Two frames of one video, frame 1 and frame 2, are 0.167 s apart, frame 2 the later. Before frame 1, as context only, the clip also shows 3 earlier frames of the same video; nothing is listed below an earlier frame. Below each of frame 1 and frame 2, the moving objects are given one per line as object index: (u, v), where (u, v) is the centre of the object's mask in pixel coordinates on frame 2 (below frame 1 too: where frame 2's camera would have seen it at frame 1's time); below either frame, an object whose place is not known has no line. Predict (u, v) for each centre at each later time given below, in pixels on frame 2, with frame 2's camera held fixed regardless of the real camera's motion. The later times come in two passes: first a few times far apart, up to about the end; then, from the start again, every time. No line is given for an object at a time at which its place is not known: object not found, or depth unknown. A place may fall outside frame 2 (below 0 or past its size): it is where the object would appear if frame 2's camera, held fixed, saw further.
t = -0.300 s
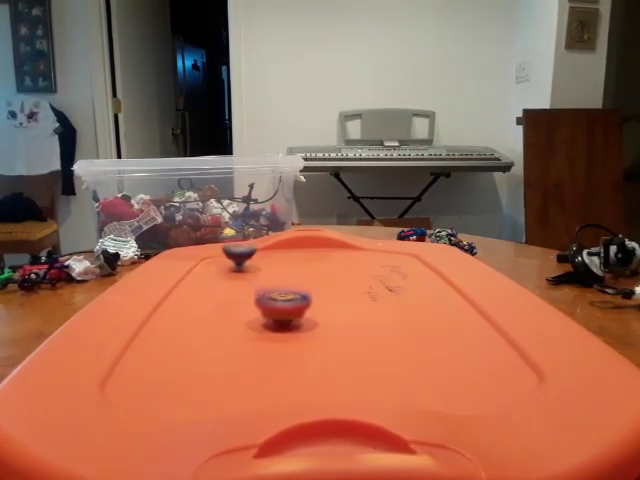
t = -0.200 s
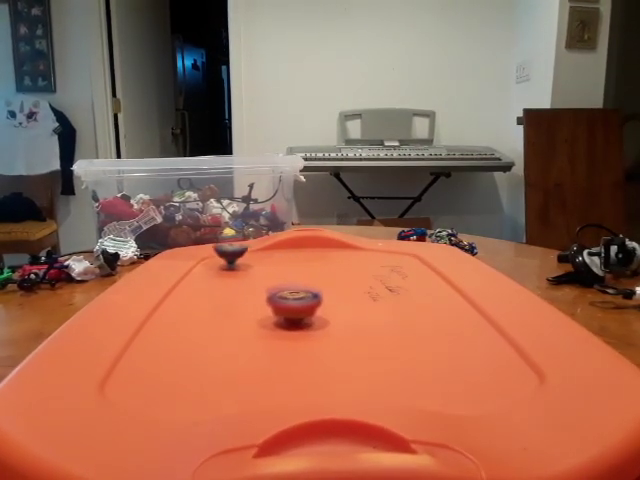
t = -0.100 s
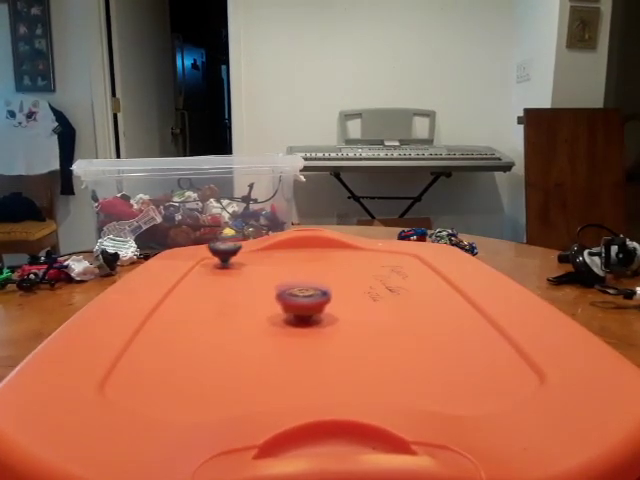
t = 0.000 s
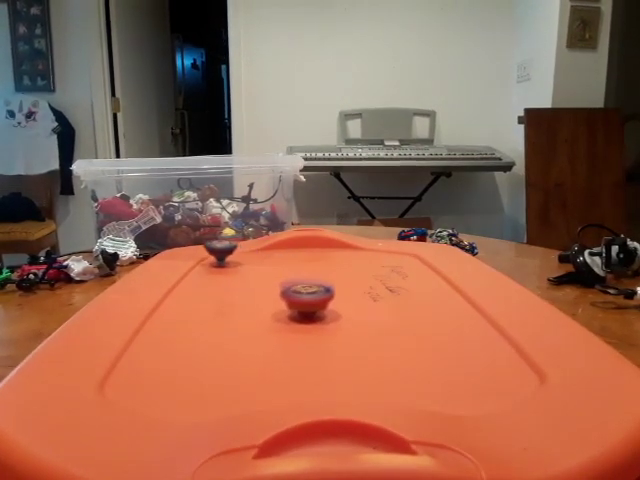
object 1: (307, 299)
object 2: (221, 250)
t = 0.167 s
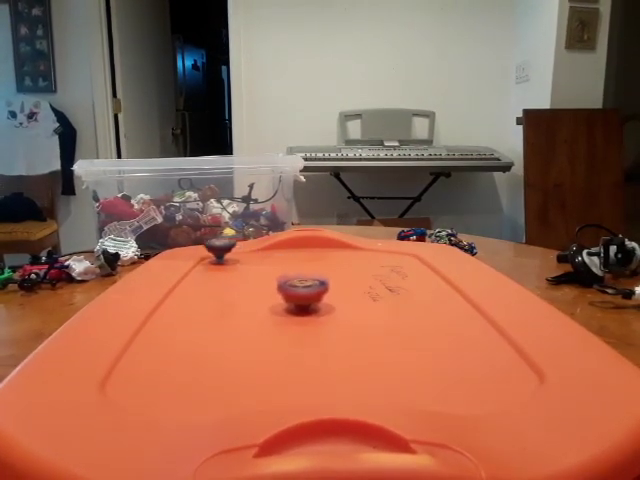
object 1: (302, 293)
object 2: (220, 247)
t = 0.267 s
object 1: (299, 288)
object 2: (221, 246)
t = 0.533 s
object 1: (287, 280)
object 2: (231, 243)
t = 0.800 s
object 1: (280, 281)
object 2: (256, 241)
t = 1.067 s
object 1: (290, 284)
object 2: (288, 241)
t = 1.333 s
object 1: (308, 284)
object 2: (323, 241)
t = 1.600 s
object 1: (323, 283)
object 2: (355, 241)
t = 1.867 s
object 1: (330, 282)
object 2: (379, 242)
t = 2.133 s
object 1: (329, 283)
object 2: (393, 243)
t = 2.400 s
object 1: (328, 284)
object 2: (404, 244)
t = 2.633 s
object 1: (328, 285)
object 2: (408, 244)
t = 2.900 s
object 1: (333, 286)
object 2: (401, 245)
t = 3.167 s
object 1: (331, 285)
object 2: (393, 245)
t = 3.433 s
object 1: (322, 284)
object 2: (370, 247)
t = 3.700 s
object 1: (313, 285)
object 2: (337, 250)
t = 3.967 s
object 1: (309, 284)
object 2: (294, 255)
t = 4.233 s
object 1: (306, 284)
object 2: (253, 266)
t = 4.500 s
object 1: (306, 284)
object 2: (225, 284)
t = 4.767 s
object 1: (304, 284)
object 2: (235, 305)
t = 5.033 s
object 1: (302, 284)
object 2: (296, 323)
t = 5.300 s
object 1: (300, 284)
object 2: (374, 326)
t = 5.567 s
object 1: (298, 286)
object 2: (418, 309)
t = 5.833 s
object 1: (300, 289)
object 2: (401, 285)
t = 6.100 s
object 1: (301, 289)
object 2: (344, 272)
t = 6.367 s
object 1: (307, 287)
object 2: (282, 265)
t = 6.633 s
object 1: (307, 283)
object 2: (232, 265)
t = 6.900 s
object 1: (305, 281)
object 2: (202, 270)
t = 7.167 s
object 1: (303, 282)
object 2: (209, 281)
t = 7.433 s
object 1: (303, 284)
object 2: (252, 293)
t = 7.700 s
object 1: (304, 282)
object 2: (321, 298)
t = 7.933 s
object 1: (312, 284)
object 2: (375, 291)
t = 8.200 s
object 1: (318, 284)
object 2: (400, 274)
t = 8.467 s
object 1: (320, 284)
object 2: (381, 262)
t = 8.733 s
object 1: (321, 283)
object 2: (349, 257)
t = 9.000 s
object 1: (319, 283)
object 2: (311, 255)
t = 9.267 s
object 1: (316, 283)
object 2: (276, 259)
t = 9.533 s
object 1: (312, 283)
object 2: (250, 267)
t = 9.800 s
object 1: (307, 283)
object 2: (245, 280)
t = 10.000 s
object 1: (306, 284)
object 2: (263, 292)
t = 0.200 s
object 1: (301, 291)
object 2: (220, 247)
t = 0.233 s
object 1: (300, 290)
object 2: (220, 246)
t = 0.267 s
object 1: (299, 288)
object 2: (221, 246)
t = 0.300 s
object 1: (299, 287)
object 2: (221, 246)
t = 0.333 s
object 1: (298, 285)
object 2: (222, 245)
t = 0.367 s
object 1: (297, 284)
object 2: (222, 245)
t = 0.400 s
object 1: (295, 283)
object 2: (224, 244)
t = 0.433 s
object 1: (294, 282)
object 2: (225, 243)
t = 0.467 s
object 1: (292, 281)
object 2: (226, 243)
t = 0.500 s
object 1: (289, 280)
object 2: (229, 243)
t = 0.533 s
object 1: (287, 280)
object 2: (231, 243)
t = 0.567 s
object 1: (285, 279)
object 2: (233, 243)
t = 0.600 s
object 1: (283, 279)
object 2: (236, 243)
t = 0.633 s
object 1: (282, 279)
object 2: (238, 243)
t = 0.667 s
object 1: (281, 280)
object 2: (241, 242)
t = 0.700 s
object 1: (280, 280)
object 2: (245, 242)
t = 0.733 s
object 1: (280, 280)
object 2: (248, 241)
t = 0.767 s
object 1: (280, 281)
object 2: (252, 241)
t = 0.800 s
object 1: (280, 281)
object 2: (256, 241)
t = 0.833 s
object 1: (281, 282)
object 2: (258, 240)
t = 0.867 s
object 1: (281, 282)
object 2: (262, 241)
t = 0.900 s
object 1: (282, 283)
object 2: (266, 241)
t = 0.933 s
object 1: (284, 283)
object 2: (271, 242)
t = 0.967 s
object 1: (285, 283)
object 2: (275, 242)
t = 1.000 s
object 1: (287, 284)
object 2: (279, 241)
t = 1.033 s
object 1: (289, 284)
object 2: (284, 241)
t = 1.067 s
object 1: (290, 284)
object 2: (288, 241)
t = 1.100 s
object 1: (292, 284)
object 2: (292, 241)
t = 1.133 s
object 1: (295, 284)
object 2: (296, 241)
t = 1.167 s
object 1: (297, 284)
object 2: (301, 241)
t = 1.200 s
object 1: (299, 285)
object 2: (305, 240)
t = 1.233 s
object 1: (301, 284)
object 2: (310, 240)
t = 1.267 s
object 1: (303, 284)
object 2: (314, 241)
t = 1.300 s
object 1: (306, 284)
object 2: (319, 241)
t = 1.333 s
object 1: (308, 284)
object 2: (323, 241)
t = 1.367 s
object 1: (310, 284)
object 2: (327, 241)
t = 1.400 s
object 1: (312, 283)
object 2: (331, 241)
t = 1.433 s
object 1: (314, 284)
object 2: (335, 241)
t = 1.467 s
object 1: (316, 283)
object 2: (339, 241)
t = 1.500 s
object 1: (318, 283)
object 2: (343, 241)
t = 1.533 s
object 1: (320, 283)
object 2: (347, 242)
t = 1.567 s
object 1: (321, 283)
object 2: (351, 242)
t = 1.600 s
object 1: (323, 283)
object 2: (355, 241)
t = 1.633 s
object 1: (324, 283)
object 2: (359, 242)
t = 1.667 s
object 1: (325, 283)
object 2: (362, 241)
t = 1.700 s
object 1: (327, 282)
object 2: (366, 241)
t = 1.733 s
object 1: (328, 282)
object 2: (369, 242)
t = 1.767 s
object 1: (328, 282)
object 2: (373, 242)
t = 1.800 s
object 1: (329, 282)
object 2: (376, 241)
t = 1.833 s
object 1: (329, 282)
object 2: (377, 241)
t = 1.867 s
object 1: (330, 282)
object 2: (379, 242)
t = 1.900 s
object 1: (330, 282)
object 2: (381, 242)
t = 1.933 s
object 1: (330, 282)
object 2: (383, 242)
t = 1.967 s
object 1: (330, 282)
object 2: (385, 242)
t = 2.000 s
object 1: (330, 282)
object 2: (387, 242)
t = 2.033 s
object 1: (330, 282)
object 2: (388, 243)
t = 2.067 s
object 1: (330, 282)
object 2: (390, 242)
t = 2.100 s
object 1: (330, 282)
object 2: (392, 242)
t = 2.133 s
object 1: (329, 283)
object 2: (393, 243)
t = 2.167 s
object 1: (329, 283)
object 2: (394, 242)
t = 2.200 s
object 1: (329, 283)
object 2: (396, 243)
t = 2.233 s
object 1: (329, 283)
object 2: (397, 243)
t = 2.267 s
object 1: (329, 283)
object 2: (399, 243)
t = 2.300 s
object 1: (329, 284)
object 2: (400, 244)
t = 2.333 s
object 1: (328, 284)
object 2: (401, 243)
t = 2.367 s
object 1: (328, 284)
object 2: (402, 243)
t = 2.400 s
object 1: (328, 284)
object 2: (404, 244)
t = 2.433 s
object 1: (328, 284)
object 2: (405, 244)
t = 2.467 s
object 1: (327, 284)
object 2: (406, 243)
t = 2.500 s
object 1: (327, 284)
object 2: (407, 244)
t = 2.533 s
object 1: (327, 284)
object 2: (407, 244)
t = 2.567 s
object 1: (328, 285)
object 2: (408, 244)
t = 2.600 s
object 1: (328, 285)
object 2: (408, 244)
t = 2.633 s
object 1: (328, 285)
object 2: (408, 244)
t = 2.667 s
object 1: (329, 285)
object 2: (408, 244)
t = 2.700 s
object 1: (330, 285)
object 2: (406, 244)
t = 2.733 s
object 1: (330, 285)
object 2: (406, 244)
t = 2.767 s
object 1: (331, 286)
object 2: (404, 244)
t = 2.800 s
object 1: (332, 286)
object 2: (404, 244)
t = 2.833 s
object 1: (332, 286)
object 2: (403, 245)
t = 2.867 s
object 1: (333, 286)
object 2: (402, 245)
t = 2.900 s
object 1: (333, 286)
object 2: (401, 245)
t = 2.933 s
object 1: (333, 286)
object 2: (400, 245)
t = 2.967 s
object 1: (333, 286)
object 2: (399, 244)
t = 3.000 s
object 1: (333, 285)
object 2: (399, 245)
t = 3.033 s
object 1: (333, 285)
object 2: (398, 245)
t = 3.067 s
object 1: (333, 285)
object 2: (397, 245)
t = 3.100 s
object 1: (332, 285)
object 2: (396, 245)
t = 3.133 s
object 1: (332, 285)
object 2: (395, 245)
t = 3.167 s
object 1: (331, 285)
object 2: (393, 245)
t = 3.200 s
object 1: (330, 285)
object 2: (391, 245)
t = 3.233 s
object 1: (329, 285)
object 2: (389, 245)
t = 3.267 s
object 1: (328, 285)
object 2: (386, 246)
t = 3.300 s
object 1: (327, 284)
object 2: (383, 246)
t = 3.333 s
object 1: (326, 284)
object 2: (380, 246)
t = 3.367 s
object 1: (324, 284)
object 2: (377, 247)
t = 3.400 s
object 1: (323, 284)
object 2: (374, 247)
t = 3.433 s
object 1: (322, 284)
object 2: (370, 247)
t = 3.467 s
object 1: (320, 284)
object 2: (367, 248)
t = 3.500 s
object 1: (319, 283)
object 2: (363, 248)
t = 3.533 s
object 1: (318, 283)
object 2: (360, 248)
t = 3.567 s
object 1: (316, 283)
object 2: (355, 248)
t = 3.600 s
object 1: (316, 284)
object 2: (352, 248)
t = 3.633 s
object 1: (315, 284)
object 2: (347, 249)
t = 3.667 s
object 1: (314, 284)
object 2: (342, 249)
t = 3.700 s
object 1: (313, 285)
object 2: (337, 250)
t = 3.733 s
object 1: (312, 285)
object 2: (333, 250)
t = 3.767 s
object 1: (312, 285)
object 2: (327, 251)
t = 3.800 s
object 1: (312, 285)
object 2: (322, 251)
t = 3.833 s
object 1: (311, 285)
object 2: (316, 252)
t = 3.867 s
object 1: (310, 284)
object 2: (310, 252)
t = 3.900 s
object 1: (310, 285)
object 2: (305, 253)
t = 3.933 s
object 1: (310, 285)
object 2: (299, 254)
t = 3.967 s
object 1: (309, 284)
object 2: (294, 255)
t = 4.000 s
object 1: (309, 284)
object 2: (288, 256)
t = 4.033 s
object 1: (308, 284)
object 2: (282, 257)
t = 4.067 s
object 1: (307, 284)
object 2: (277, 259)
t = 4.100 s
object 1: (307, 284)
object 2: (272, 260)
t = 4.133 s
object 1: (307, 283)
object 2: (267, 261)
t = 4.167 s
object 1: (306, 284)
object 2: (263, 263)
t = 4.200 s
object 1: (306, 284)
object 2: (258, 264)
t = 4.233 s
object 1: (306, 284)
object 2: (253, 266)
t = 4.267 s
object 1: (306, 284)
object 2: (249, 267)
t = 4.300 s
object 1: (306, 284)
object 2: (245, 269)
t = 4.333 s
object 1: (306, 284)
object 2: (241, 271)
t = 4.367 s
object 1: (307, 284)
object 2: (237, 274)
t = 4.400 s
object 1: (307, 284)
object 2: (233, 276)
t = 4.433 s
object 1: (306, 284)
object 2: (230, 279)
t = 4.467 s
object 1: (306, 284)
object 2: (227, 281)
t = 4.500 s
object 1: (306, 284)
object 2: (225, 284)
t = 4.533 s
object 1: (306, 284)
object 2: (225, 286)
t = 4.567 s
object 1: (306, 284)
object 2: (224, 289)
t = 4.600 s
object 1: (305, 284)
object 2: (224, 291)
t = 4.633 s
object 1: (305, 284)
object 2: (225, 294)
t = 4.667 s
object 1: (305, 284)
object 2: (227, 297)
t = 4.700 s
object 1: (305, 284)
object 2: (228, 299)
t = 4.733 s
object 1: (304, 284)
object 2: (231, 301)
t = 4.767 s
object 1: (304, 284)
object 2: (235, 305)
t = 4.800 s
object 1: (304, 284)
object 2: (240, 308)
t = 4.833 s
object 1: (304, 284)
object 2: (246, 310)
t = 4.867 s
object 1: (303, 284)
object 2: (253, 313)
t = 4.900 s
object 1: (303, 284)
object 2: (260, 316)
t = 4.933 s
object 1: (303, 284)
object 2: (268, 318)
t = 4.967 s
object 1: (303, 284)
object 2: (277, 321)
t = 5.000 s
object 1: (303, 284)
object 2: (286, 322)
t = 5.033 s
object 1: (302, 284)
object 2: (296, 323)
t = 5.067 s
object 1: (302, 284)
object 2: (306, 324)
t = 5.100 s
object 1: (303, 284)
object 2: (316, 326)
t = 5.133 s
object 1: (302, 284)
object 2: (326, 327)
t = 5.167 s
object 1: (302, 284)
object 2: (337, 327)
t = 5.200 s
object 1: (301, 284)
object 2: (347, 327)
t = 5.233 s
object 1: (301, 284)
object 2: (357, 328)
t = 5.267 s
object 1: (300, 284)
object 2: (366, 326)
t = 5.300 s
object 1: (300, 284)
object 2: (374, 326)
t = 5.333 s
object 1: (300, 285)
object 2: (382, 324)
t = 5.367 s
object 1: (299, 285)
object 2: (389, 323)
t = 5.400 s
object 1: (299, 285)
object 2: (396, 321)
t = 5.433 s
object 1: (299, 286)
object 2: (402, 319)
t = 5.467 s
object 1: (298, 285)
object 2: (407, 315)
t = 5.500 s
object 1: (298, 286)
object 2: (412, 314)
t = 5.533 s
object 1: (298, 286)
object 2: (415, 310)
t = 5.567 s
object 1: (298, 286)
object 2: (418, 309)
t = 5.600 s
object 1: (298, 287)
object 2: (419, 305)
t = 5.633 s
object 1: (298, 287)
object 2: (419, 302)
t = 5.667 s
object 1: (298, 287)
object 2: (418, 299)
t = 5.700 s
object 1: (298, 287)
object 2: (416, 296)
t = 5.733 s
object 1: (299, 287)
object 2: (414, 294)
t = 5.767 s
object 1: (299, 288)
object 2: (410, 290)
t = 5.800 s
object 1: (299, 288)
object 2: (406, 288)
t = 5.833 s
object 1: (300, 289)
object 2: (401, 285)
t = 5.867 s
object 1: (299, 288)
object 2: (396, 284)
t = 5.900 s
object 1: (300, 288)
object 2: (390, 282)
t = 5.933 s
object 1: (300, 289)
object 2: (384, 279)
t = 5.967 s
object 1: (300, 289)
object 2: (375, 278)
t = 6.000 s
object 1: (301, 289)
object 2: (367, 276)
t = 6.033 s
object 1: (301, 289)
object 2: (360, 274)
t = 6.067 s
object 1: (301, 289)
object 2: (352, 273)
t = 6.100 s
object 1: (301, 289)
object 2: (344, 272)
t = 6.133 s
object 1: (301, 289)
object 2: (336, 271)
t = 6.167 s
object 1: (302, 289)
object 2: (329, 269)
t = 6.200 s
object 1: (302, 289)
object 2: (321, 265)
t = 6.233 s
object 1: (304, 289)
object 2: (313, 265)
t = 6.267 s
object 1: (304, 288)
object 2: (305, 264)
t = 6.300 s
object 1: (305, 288)
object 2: (297, 263)
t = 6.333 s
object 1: (306, 288)
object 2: (290, 263)
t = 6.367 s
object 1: (307, 287)
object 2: (282, 265)
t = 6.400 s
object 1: (307, 286)
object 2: (275, 266)
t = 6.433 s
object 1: (307, 286)
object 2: (268, 265)
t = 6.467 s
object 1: (308, 286)
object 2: (262, 265)
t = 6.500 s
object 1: (307, 285)
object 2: (255, 265)
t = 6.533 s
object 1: (308, 284)
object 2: (249, 265)
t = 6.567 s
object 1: (307, 284)
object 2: (243, 265)
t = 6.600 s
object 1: (307, 284)
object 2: (238, 265)
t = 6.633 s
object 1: (307, 283)
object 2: (232, 265)
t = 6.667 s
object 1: (307, 283)
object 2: (228, 265)
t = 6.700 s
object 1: (307, 283)
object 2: (223, 266)
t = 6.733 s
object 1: (307, 282)
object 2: (218, 266)
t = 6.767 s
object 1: (306, 282)
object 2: (214, 267)
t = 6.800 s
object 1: (306, 282)
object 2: (210, 268)
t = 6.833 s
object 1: (305, 281)
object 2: (207, 269)
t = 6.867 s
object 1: (305, 282)
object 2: (204, 270)
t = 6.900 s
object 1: (305, 281)
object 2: (202, 270)
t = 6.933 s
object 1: (305, 282)
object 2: (201, 272)
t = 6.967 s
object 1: (304, 281)
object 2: (200, 273)
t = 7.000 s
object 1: (304, 281)
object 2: (200, 274)
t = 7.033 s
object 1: (304, 282)
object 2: (201, 275)
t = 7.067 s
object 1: (304, 281)
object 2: (202, 276)
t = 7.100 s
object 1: (303, 282)
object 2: (204, 277)
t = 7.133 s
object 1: (303, 282)
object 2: (206, 279)
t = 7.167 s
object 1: (303, 282)
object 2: (209, 281)
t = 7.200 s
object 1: (303, 282)
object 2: (212, 282)
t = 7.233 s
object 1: (303, 282)
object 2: (216, 283)
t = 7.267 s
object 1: (303, 282)
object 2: (221, 285)
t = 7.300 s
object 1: (303, 283)
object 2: (226, 287)
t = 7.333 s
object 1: (303, 283)
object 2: (231, 289)
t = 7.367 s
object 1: (303, 283)
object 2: (237, 290)
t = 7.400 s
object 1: (304, 284)
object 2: (244, 292)
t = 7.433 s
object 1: (303, 284)
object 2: (252, 293)
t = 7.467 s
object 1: (304, 284)
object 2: (260, 295)
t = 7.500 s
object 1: (305, 284)
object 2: (268, 296)
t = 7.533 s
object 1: (307, 282)
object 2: (278, 298)
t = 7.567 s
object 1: (309, 281)
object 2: (288, 298)
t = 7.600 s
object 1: (308, 278)
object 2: (297, 299)
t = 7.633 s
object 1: (308, 276)
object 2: (306, 298)
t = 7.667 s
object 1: (306, 277)
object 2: (314, 298)
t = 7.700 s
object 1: (304, 282)
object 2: (321, 298)
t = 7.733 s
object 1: (306, 283)
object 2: (329, 297)
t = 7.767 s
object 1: (306, 284)
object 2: (338, 297)
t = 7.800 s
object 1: (308, 284)
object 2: (346, 296)
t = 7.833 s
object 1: (310, 285)
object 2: (353, 295)
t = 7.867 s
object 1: (310, 285)
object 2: (360, 294)
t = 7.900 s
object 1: (311, 285)
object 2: (368, 292)
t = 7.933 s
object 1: (312, 284)
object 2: (375, 291)
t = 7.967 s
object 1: (312, 285)
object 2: (381, 289)
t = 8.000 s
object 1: (314, 284)
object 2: (386, 286)
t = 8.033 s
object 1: (314, 285)
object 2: (391, 285)
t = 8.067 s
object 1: (315, 285)
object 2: (394, 282)
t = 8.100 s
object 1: (316, 284)
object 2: (397, 281)
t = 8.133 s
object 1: (316, 285)
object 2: (399, 278)
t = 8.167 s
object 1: (317, 285)
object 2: (399, 277)
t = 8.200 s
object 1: (318, 284)
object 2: (400, 274)
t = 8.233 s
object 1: (318, 285)
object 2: (399, 272)
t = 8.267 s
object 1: (318, 285)
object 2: (398, 271)
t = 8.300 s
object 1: (319, 284)
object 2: (396, 269)
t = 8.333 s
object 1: (320, 285)
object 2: (394, 268)
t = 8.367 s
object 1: (320, 284)
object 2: (391, 266)
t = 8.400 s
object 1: (320, 284)
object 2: (388, 265)
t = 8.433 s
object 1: (320, 285)
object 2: (385, 264)
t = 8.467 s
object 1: (320, 284)
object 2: (381, 262)
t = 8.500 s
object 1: (321, 285)
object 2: (377, 261)
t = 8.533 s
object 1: (321, 285)
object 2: (373, 260)
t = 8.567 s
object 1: (321, 284)
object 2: (369, 259)
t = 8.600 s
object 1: (321, 284)
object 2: (365, 259)
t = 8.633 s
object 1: (321, 284)
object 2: (361, 258)
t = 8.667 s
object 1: (321, 284)
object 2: (357, 258)
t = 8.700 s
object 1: (321, 284)
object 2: (353, 258)
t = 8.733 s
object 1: (321, 283)
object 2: (349, 257)
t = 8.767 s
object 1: (321, 283)
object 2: (344, 256)
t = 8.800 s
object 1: (320, 283)
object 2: (339, 255)
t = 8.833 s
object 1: (320, 283)
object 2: (335, 255)
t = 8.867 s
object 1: (320, 283)
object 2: (331, 255)
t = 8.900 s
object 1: (320, 283)
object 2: (326, 254)
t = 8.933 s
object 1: (319, 283)
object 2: (321, 254)
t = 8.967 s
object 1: (319, 283)
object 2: (316, 255)
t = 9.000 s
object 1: (319, 283)
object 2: (311, 255)
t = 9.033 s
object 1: (318, 283)
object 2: (307, 255)
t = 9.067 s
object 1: (318, 283)
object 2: (302, 256)
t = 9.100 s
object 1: (318, 283)
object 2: (297, 256)
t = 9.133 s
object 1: (317, 283)
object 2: (293, 257)
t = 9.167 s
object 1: (317, 283)
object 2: (289, 257)
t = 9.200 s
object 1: (316, 283)
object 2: (284, 258)
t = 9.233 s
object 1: (316, 283)
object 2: (280, 258)
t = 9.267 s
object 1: (316, 283)
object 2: (276, 259)
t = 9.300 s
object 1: (315, 283)
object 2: (272, 260)
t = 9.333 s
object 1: (315, 283)
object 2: (269, 260)
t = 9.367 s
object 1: (314, 283)
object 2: (265, 261)
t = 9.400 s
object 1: (314, 283)
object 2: (261, 262)
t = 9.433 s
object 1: (313, 283)
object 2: (258, 263)
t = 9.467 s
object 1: (312, 283)
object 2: (256, 264)
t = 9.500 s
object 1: (312, 283)
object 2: (253, 265)
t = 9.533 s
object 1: (312, 283)
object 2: (250, 267)
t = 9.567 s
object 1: (311, 283)
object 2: (248, 268)
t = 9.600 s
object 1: (311, 283)
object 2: (246, 269)
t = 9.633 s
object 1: (310, 283)
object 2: (245, 271)
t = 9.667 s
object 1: (309, 283)
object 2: (244, 272)
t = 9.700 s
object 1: (309, 283)
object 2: (243, 274)
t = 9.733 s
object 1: (308, 284)
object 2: (243, 276)
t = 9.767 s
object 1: (308, 284)
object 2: (244, 278)
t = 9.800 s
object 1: (307, 283)
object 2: (245, 280)
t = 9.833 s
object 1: (307, 284)
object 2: (246, 282)
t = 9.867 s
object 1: (307, 284)
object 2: (248, 284)
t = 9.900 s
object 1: (306, 283)
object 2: (251, 286)
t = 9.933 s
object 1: (306, 284)
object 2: (254, 288)
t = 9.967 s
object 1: (306, 284)
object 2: (259, 290)
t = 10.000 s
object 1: (306, 284)
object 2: (263, 292)
